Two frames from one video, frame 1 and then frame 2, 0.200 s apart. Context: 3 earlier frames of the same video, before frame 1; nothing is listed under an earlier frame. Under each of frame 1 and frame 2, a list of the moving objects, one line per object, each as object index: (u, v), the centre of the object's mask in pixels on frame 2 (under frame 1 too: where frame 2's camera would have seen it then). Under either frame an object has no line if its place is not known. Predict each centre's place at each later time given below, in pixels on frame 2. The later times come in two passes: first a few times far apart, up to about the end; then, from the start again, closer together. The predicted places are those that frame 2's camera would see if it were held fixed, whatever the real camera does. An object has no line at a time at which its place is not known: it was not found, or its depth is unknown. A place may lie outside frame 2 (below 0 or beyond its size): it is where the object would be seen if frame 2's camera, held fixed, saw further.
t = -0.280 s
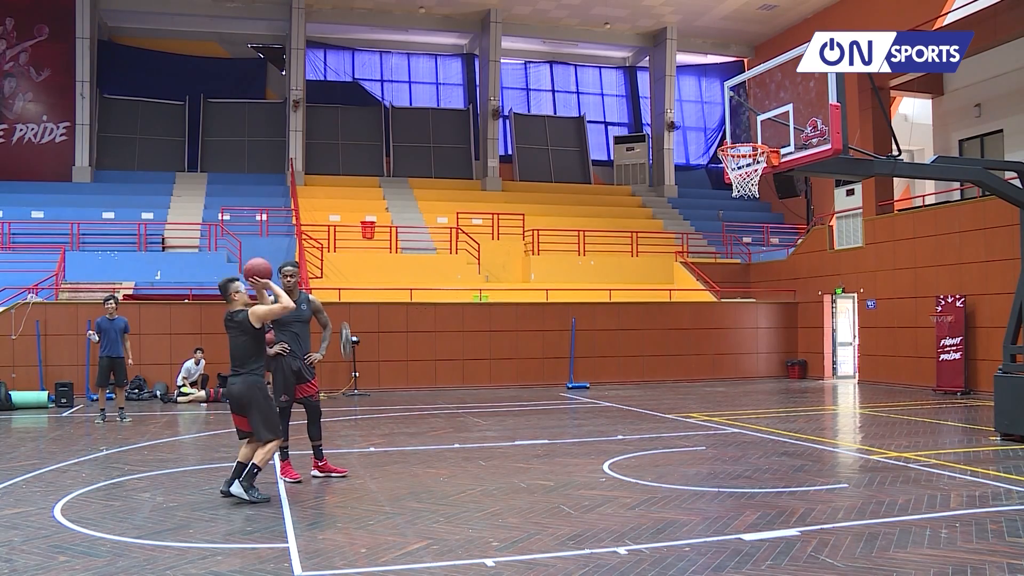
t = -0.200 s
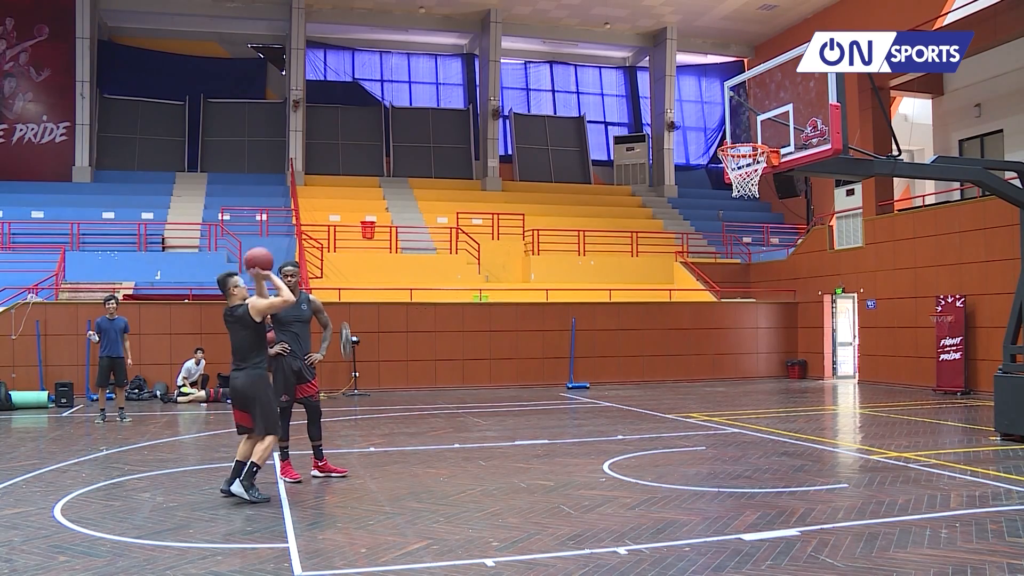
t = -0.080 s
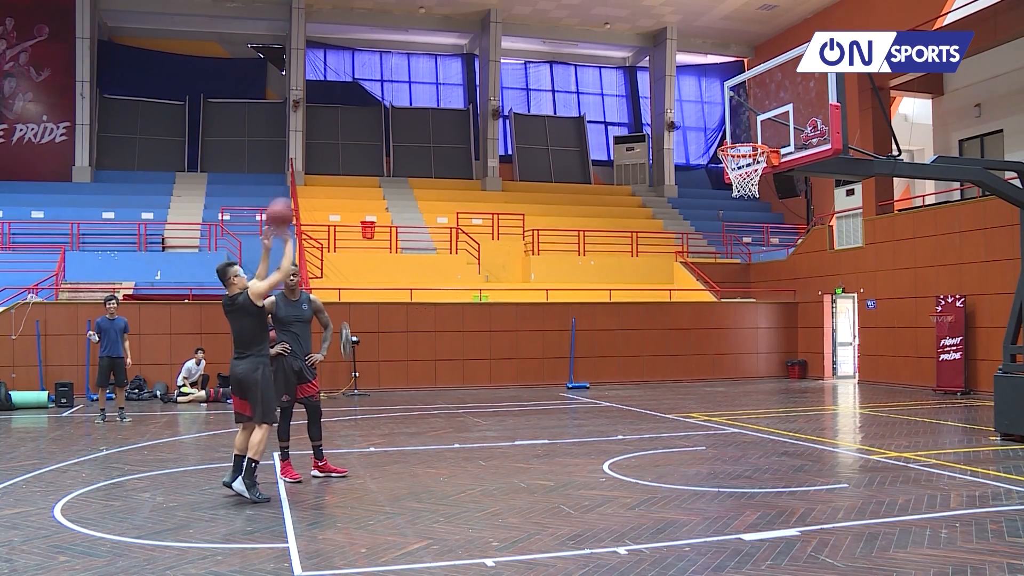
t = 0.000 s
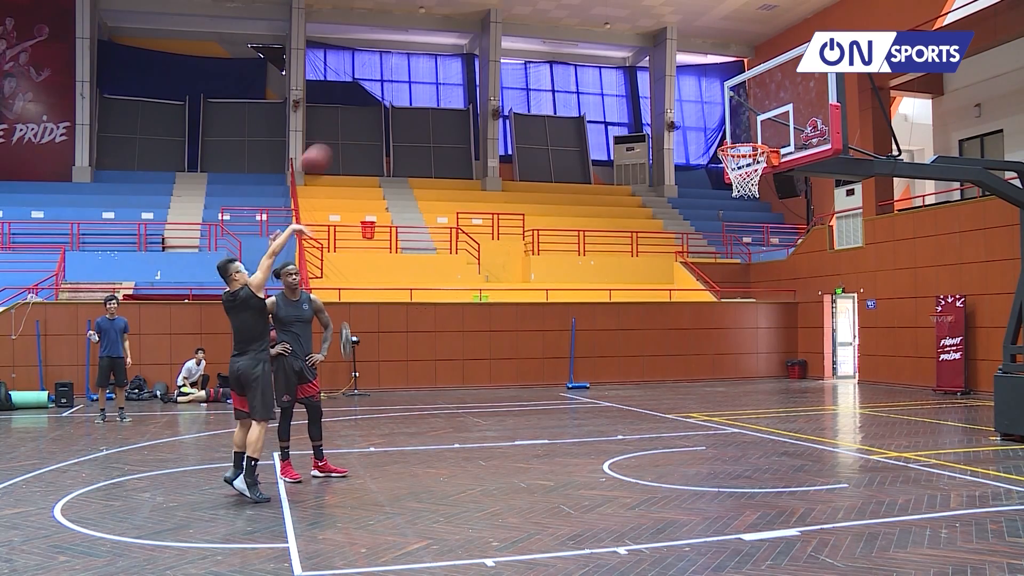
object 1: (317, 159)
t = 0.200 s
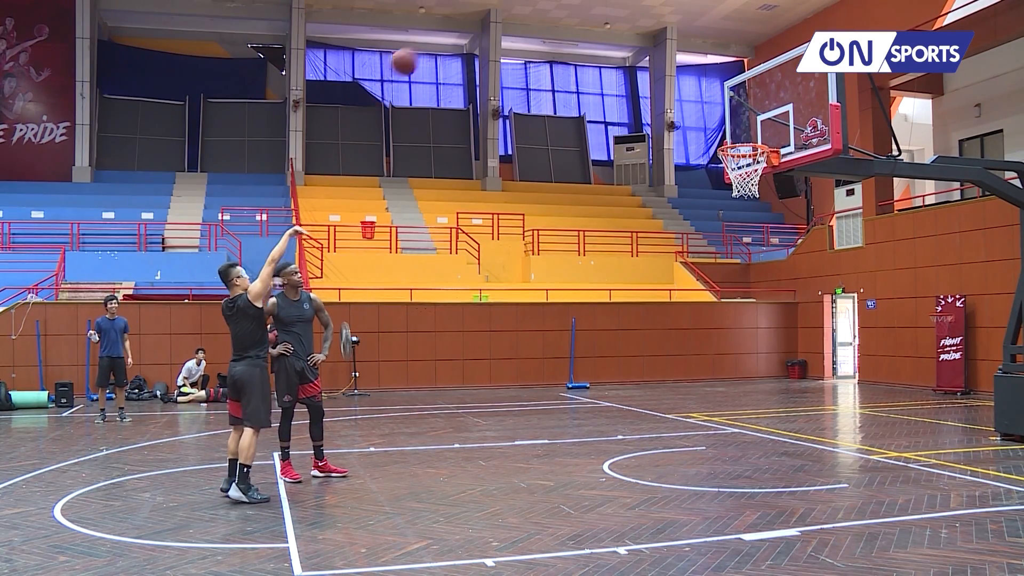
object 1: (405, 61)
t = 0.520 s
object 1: (532, 8)
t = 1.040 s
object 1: (712, 129)
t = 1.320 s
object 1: (742, 91)
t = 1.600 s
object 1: (728, 88)
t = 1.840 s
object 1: (708, 140)
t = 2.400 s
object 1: (660, 433)
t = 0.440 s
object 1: (501, 9)
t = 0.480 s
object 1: (516, 8)
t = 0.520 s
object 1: (532, 8)
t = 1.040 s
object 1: (712, 129)
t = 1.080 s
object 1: (721, 138)
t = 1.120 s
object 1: (725, 127)
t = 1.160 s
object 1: (729, 116)
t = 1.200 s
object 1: (731, 108)
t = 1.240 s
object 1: (735, 100)
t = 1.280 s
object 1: (739, 95)
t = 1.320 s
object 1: (742, 91)
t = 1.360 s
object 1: (745, 88)
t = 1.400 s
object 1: (746, 87)
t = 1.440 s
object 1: (743, 83)
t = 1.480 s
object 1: (739, 82)
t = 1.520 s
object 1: (736, 83)
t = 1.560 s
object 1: (732, 84)
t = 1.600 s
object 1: (728, 88)
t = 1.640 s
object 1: (725, 93)
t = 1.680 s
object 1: (722, 99)
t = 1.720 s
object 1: (718, 107)
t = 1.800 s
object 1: (711, 128)
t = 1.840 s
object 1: (708, 140)
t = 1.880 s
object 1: (705, 155)
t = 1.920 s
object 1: (701, 171)
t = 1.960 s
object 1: (698, 187)
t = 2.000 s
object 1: (695, 207)
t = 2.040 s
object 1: (692, 226)
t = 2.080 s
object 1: (688, 250)
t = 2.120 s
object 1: (685, 274)
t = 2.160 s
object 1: (681, 300)
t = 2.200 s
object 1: (677, 327)
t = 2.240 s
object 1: (673, 356)
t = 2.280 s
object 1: (670, 386)
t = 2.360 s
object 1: (662, 453)
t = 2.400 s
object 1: (660, 433)
